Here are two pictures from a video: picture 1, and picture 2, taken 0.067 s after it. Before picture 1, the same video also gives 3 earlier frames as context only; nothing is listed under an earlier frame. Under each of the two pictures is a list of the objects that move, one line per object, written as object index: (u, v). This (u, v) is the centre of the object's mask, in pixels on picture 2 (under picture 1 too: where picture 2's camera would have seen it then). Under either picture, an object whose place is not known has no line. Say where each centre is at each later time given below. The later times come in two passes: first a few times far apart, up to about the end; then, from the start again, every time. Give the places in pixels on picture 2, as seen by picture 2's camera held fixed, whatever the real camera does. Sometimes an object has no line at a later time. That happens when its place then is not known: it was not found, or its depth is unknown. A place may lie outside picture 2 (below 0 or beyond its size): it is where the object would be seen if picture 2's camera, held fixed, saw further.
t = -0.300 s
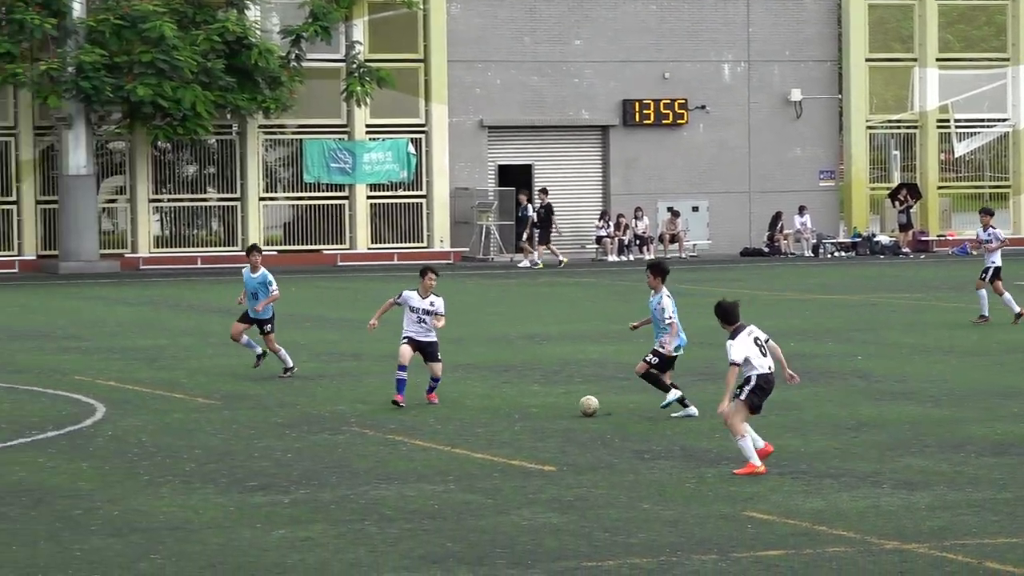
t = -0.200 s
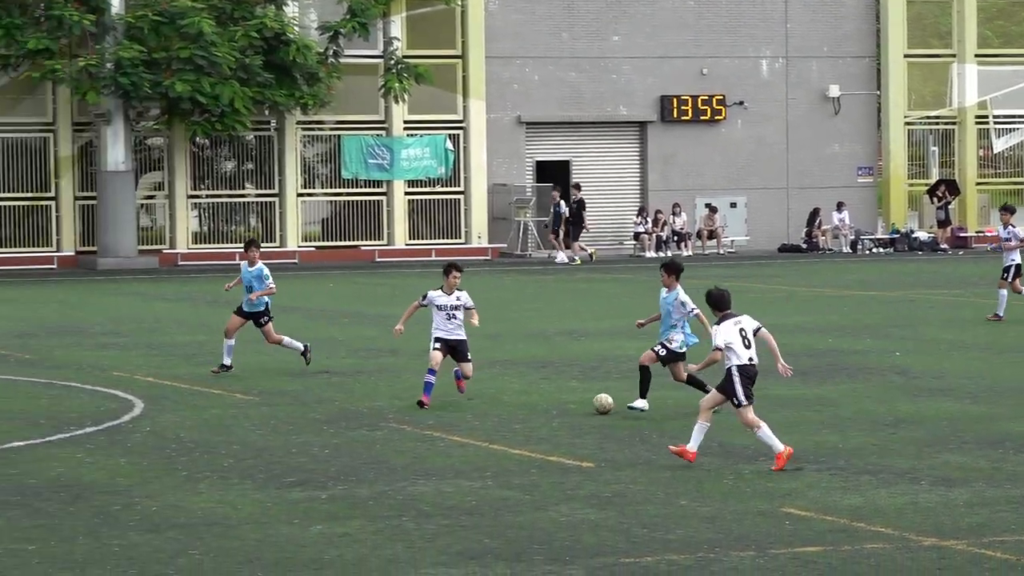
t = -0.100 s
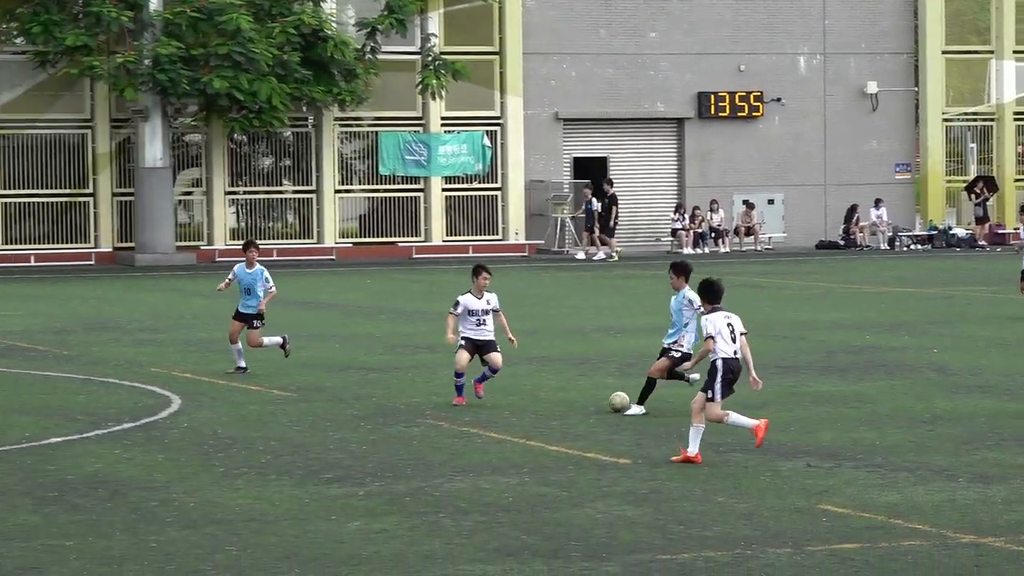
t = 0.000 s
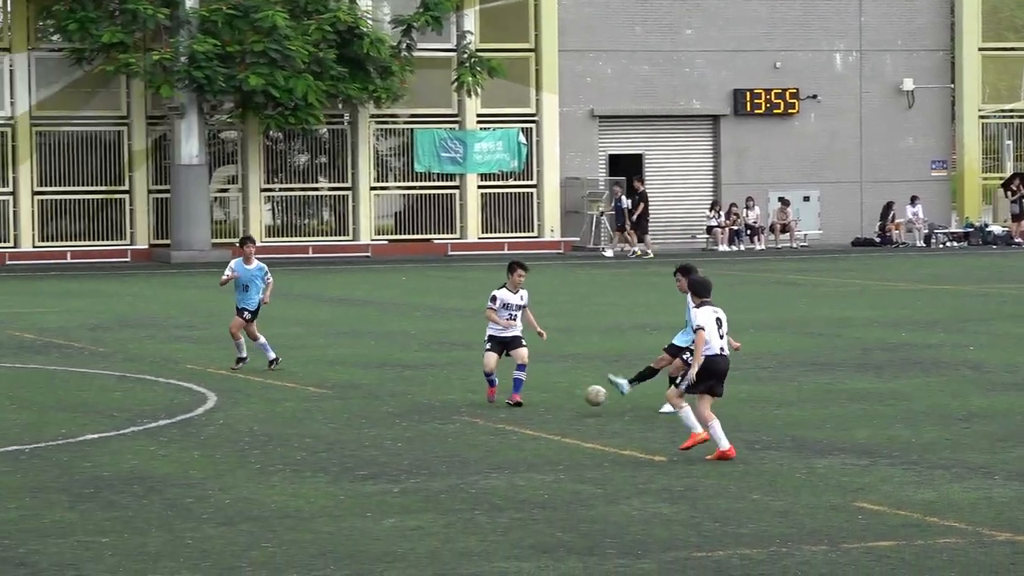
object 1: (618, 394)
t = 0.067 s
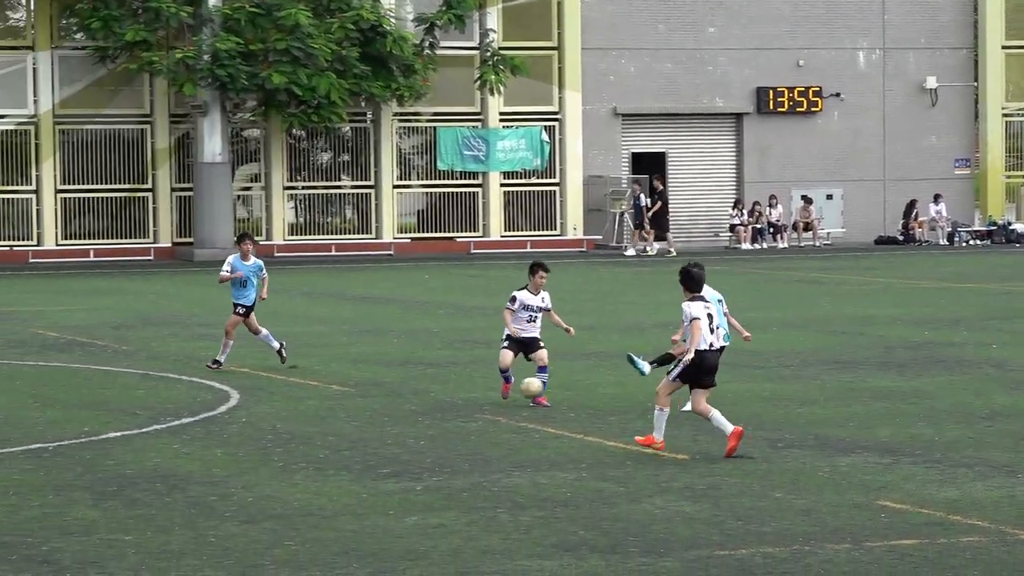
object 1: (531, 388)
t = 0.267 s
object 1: (271, 397)
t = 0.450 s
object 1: (20, 448)
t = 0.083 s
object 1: (510, 387)
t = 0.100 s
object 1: (489, 386)
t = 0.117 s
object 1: (467, 386)
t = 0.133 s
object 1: (446, 386)
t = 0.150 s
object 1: (424, 386)
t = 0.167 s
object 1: (402, 387)
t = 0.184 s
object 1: (380, 388)
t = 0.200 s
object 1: (359, 389)
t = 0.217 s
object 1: (336, 390)
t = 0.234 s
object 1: (314, 392)
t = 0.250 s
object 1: (293, 395)
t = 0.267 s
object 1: (271, 397)
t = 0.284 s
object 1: (250, 400)
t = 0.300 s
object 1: (227, 403)
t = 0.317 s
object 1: (205, 406)
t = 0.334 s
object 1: (182, 410)
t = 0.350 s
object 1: (160, 414)
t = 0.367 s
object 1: (137, 418)
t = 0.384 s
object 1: (114, 423)
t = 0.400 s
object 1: (91, 428)
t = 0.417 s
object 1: (68, 434)
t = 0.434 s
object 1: (44, 440)
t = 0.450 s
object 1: (20, 448)
